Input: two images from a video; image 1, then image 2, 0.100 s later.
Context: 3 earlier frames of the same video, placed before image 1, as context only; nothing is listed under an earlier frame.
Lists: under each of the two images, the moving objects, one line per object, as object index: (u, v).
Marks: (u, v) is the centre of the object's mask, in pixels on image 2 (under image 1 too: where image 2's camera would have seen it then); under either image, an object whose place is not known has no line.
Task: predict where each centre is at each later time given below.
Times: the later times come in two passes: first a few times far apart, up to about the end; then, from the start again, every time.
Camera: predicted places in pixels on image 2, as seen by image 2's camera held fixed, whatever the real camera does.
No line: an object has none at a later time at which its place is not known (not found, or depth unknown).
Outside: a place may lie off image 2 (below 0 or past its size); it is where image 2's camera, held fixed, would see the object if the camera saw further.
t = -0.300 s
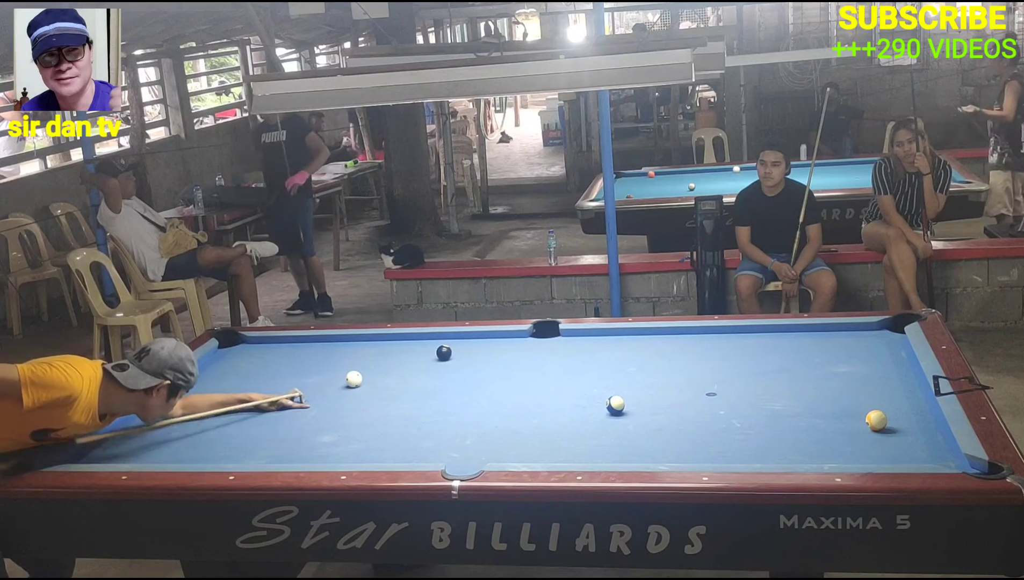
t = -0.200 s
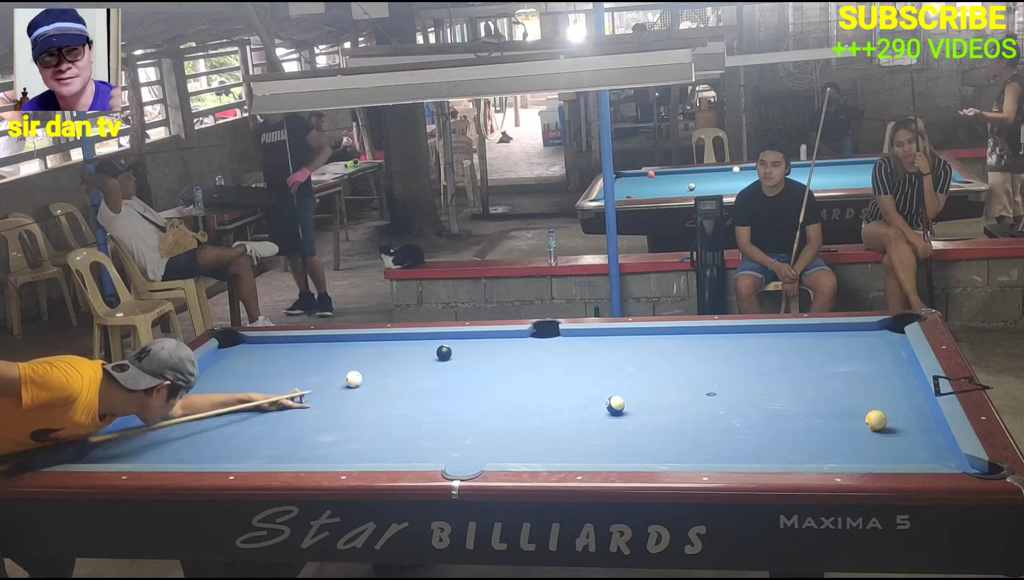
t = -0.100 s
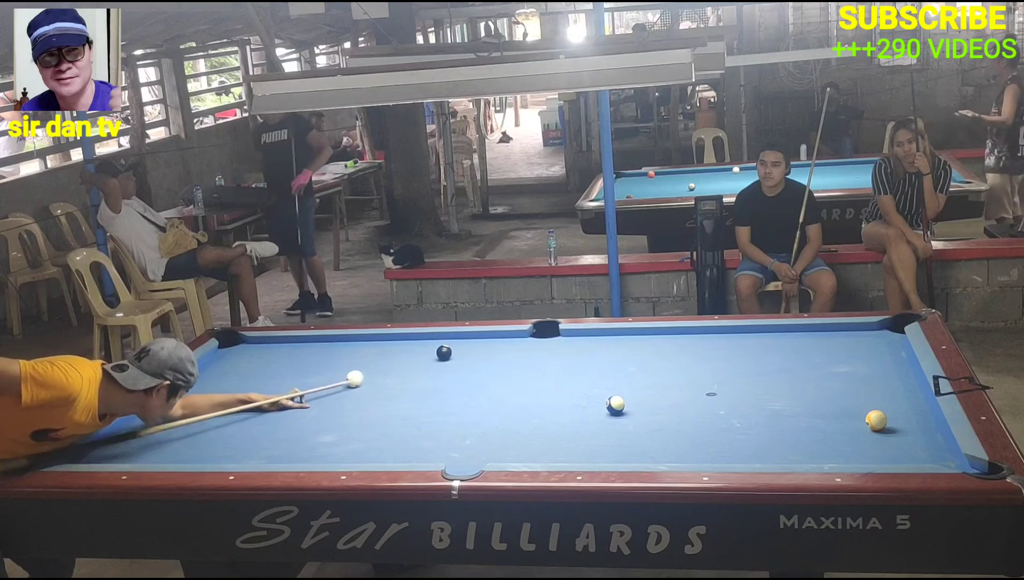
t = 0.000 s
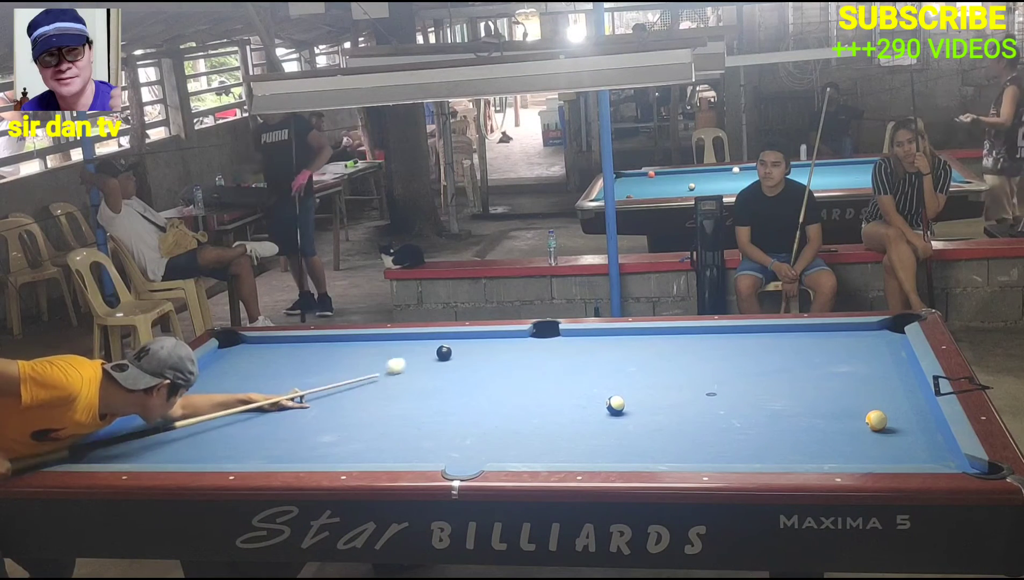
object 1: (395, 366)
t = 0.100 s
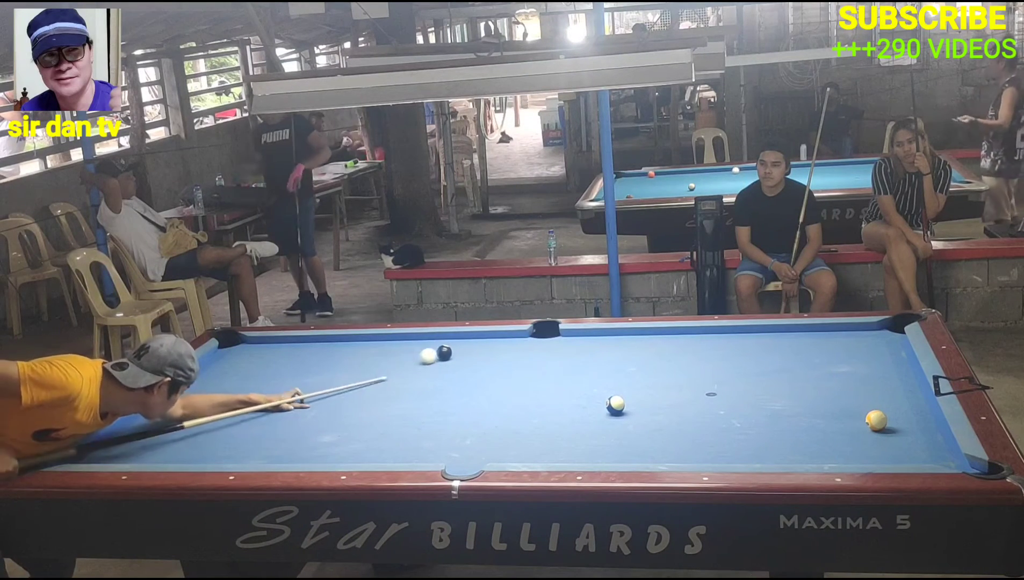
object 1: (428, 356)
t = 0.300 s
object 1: (436, 350)
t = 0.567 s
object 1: (450, 341)
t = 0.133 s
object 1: (429, 355)
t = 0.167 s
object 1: (429, 354)
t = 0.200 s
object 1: (430, 354)
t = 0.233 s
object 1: (432, 352)
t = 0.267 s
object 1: (434, 351)
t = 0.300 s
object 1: (436, 350)
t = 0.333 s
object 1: (438, 349)
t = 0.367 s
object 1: (439, 348)
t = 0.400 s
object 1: (441, 346)
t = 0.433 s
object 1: (443, 345)
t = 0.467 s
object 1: (445, 344)
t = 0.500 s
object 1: (447, 343)
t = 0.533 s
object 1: (449, 342)
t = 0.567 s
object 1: (450, 341)
